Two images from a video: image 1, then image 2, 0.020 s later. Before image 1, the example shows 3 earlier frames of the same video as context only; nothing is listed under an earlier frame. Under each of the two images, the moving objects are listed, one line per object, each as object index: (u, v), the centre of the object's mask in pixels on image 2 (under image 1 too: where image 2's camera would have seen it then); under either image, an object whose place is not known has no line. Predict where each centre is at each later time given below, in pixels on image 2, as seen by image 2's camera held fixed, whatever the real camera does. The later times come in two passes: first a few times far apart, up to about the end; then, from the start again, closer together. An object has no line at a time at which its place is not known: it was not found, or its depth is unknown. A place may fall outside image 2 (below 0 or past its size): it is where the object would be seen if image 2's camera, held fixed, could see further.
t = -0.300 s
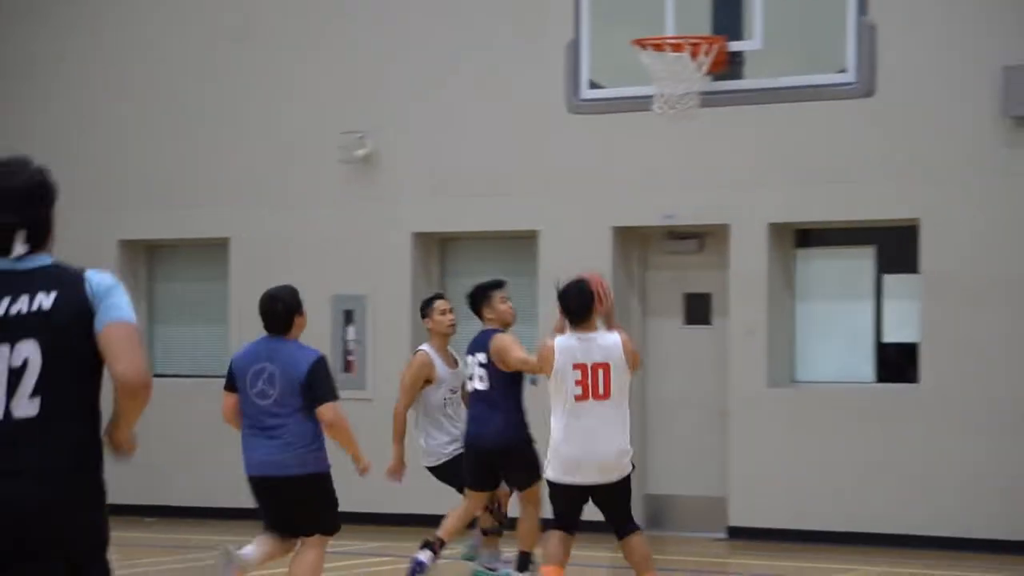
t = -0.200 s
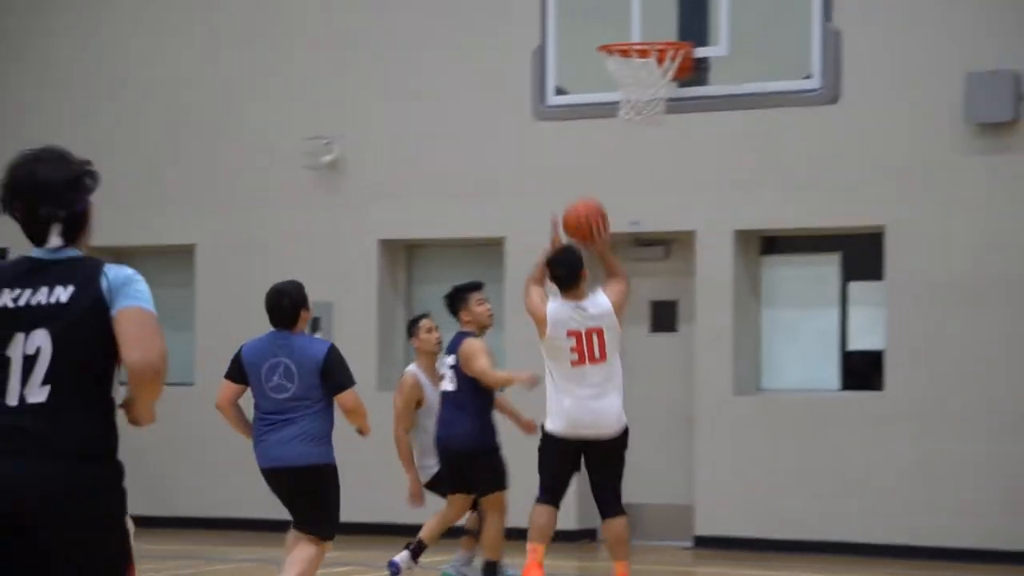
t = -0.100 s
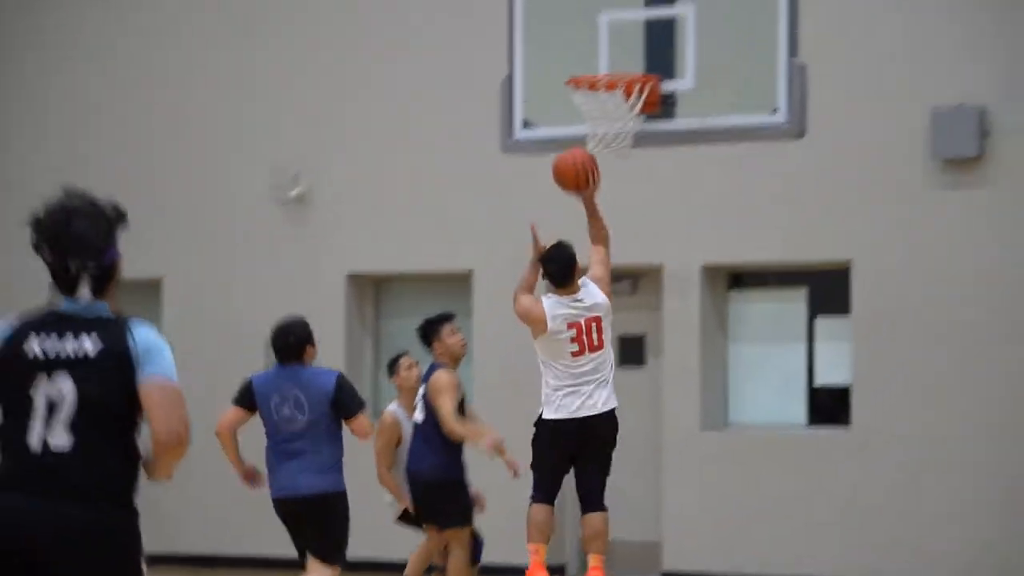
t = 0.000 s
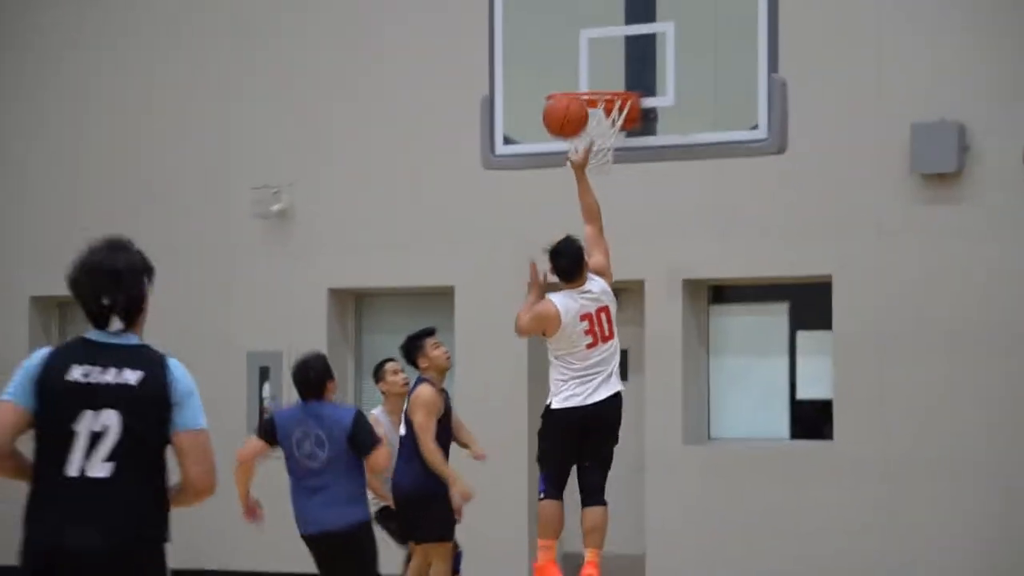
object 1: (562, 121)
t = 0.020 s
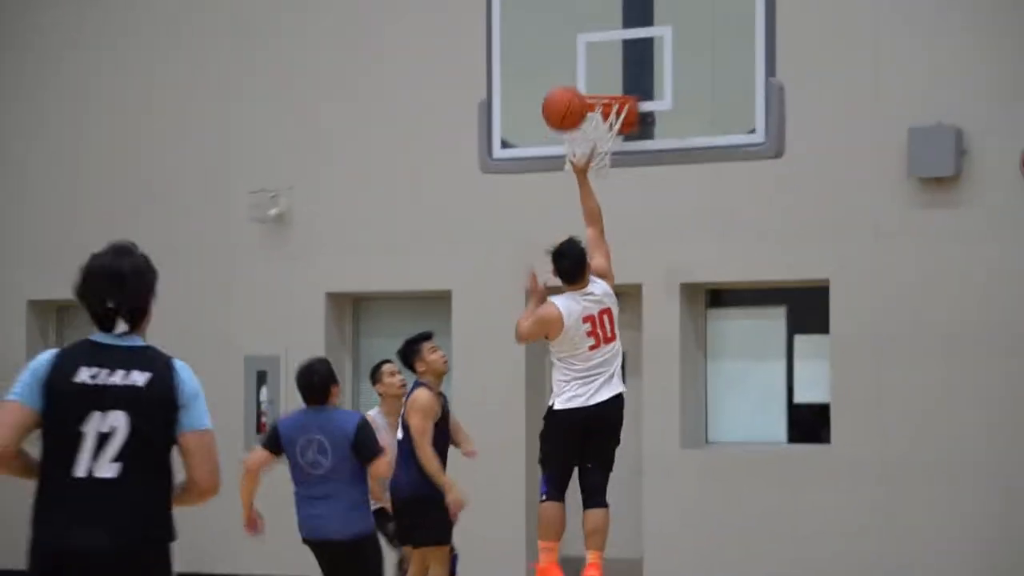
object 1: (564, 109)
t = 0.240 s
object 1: (580, 35)
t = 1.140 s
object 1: (595, 189)
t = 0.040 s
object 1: (566, 97)
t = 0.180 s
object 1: (576, 46)
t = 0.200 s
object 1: (577, 42)
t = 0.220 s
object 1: (579, 38)
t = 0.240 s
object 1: (580, 35)
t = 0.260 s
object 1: (582, 33)
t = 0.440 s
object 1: (595, 46)
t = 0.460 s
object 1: (596, 51)
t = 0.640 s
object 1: (591, 109)
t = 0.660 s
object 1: (587, 113)
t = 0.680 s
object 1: (582, 118)
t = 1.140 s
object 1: (595, 189)
